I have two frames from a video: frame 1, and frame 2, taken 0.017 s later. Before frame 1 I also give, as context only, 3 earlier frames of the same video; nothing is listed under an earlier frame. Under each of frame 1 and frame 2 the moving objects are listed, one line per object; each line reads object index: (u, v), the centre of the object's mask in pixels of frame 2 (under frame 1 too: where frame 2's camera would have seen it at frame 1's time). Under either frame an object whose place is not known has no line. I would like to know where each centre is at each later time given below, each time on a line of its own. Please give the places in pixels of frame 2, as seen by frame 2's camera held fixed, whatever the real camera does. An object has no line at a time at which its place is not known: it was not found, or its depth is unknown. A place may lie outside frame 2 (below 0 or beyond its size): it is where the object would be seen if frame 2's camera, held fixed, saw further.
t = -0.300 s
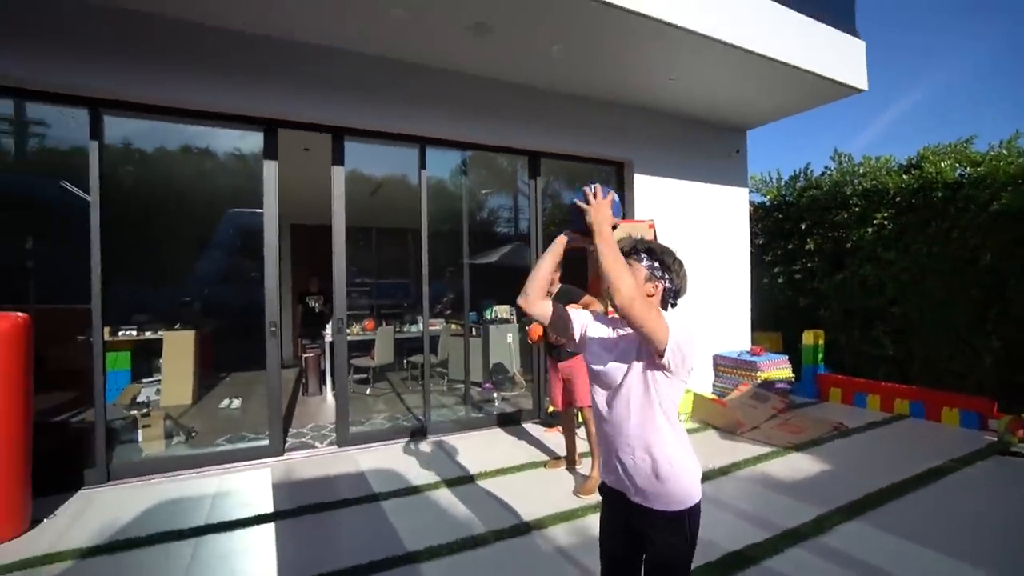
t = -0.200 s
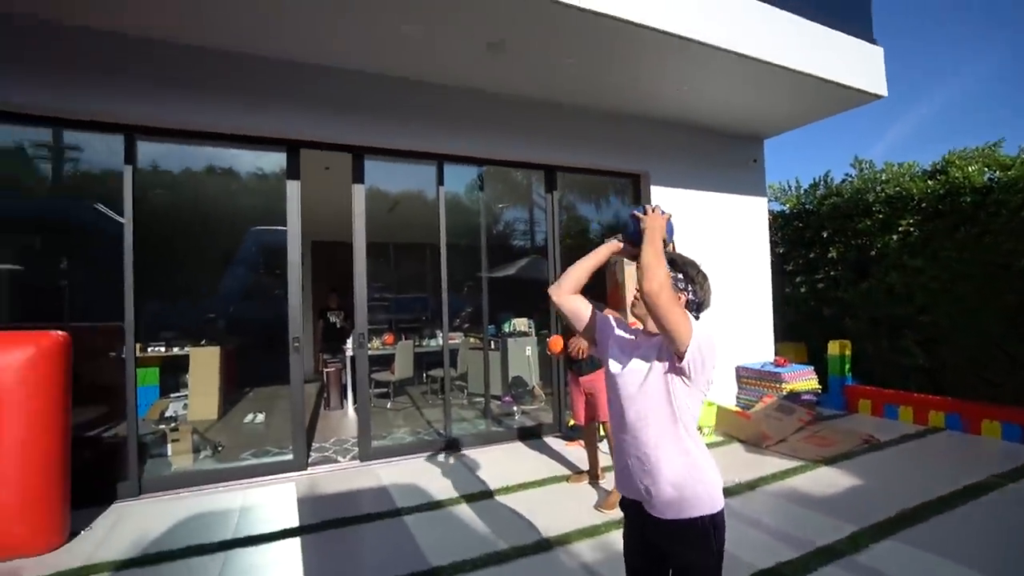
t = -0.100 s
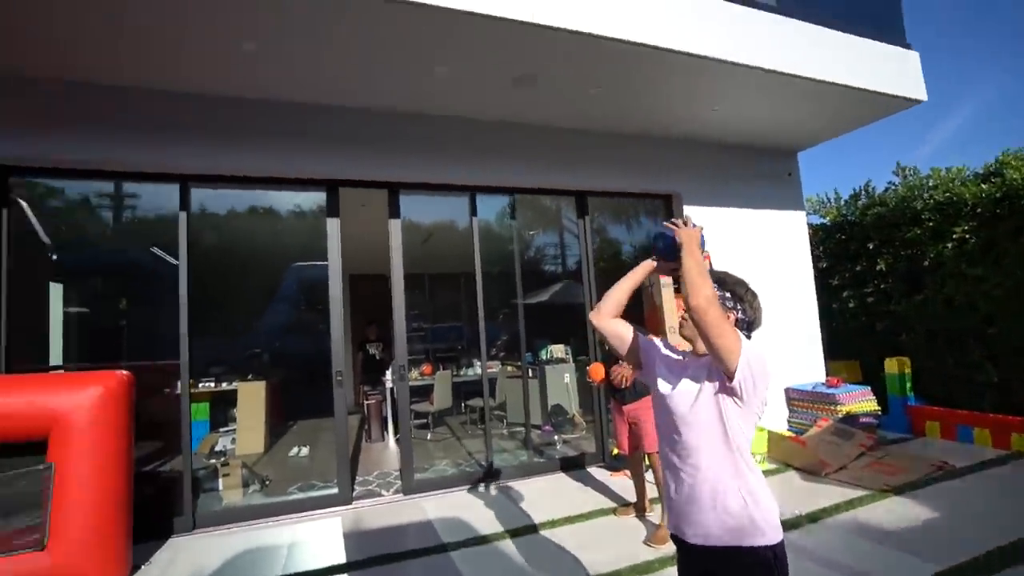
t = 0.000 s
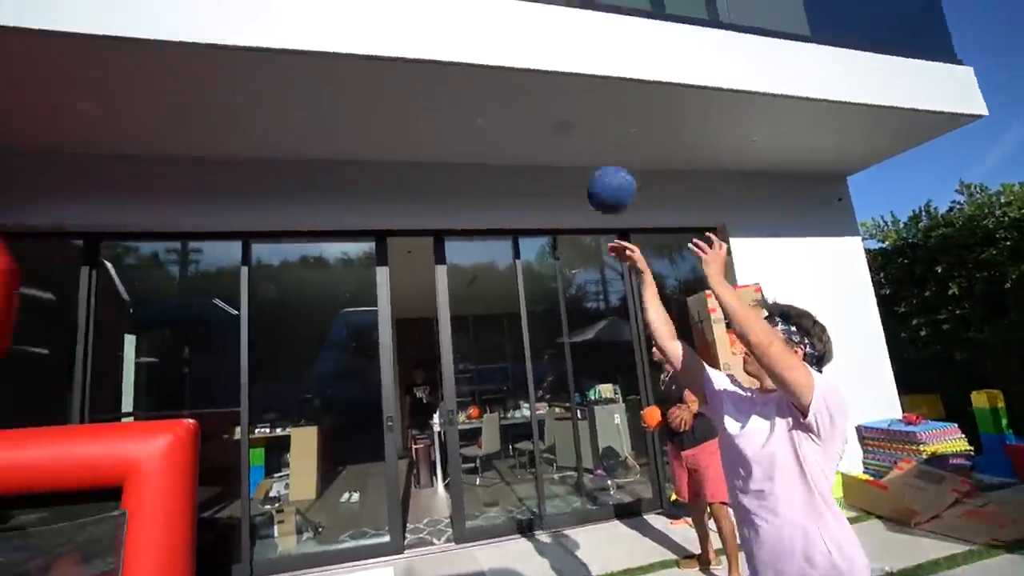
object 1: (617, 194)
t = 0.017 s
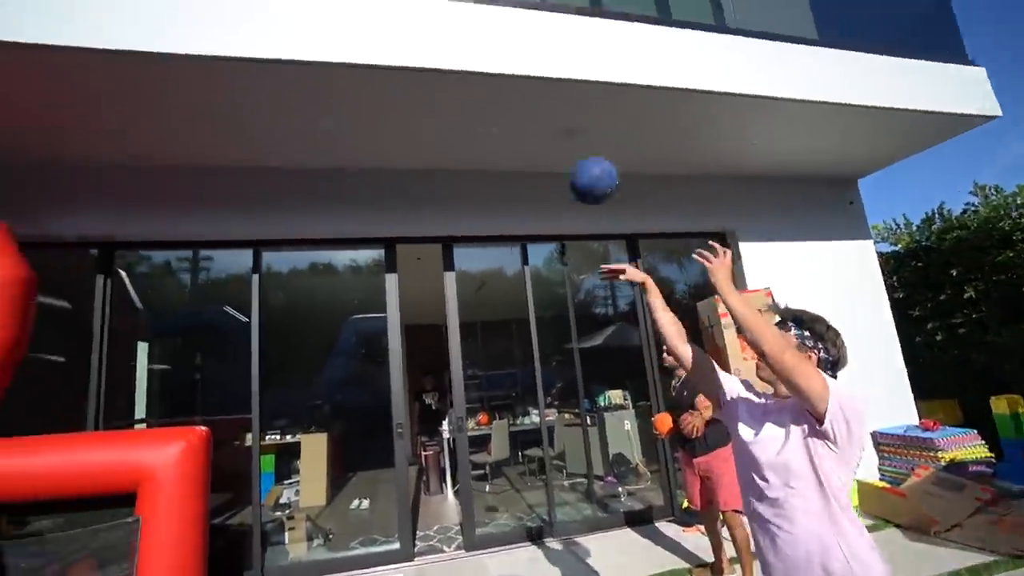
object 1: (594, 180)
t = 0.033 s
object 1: (569, 167)
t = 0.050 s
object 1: (546, 156)
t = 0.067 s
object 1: (523, 144)
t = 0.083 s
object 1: (501, 133)
